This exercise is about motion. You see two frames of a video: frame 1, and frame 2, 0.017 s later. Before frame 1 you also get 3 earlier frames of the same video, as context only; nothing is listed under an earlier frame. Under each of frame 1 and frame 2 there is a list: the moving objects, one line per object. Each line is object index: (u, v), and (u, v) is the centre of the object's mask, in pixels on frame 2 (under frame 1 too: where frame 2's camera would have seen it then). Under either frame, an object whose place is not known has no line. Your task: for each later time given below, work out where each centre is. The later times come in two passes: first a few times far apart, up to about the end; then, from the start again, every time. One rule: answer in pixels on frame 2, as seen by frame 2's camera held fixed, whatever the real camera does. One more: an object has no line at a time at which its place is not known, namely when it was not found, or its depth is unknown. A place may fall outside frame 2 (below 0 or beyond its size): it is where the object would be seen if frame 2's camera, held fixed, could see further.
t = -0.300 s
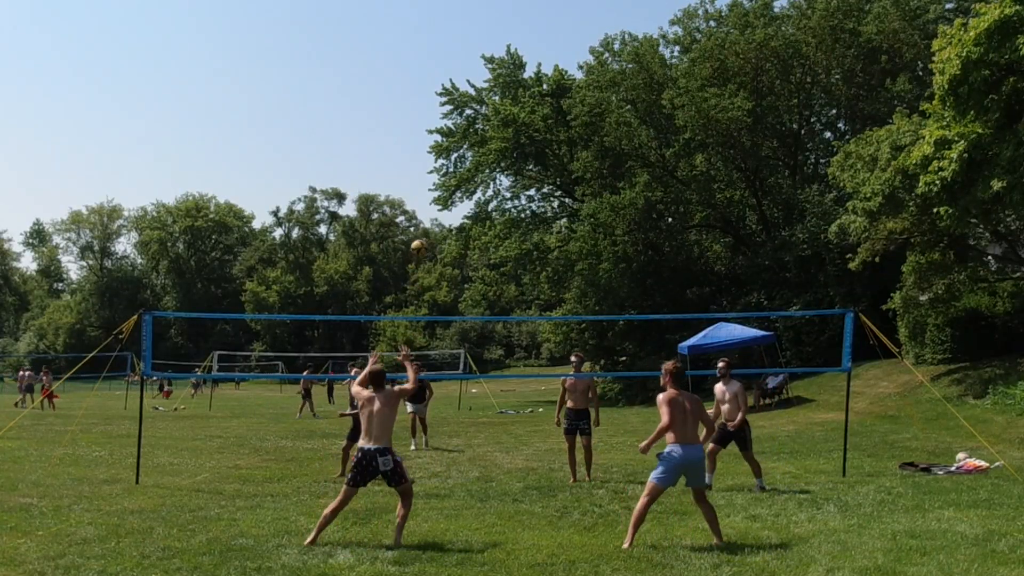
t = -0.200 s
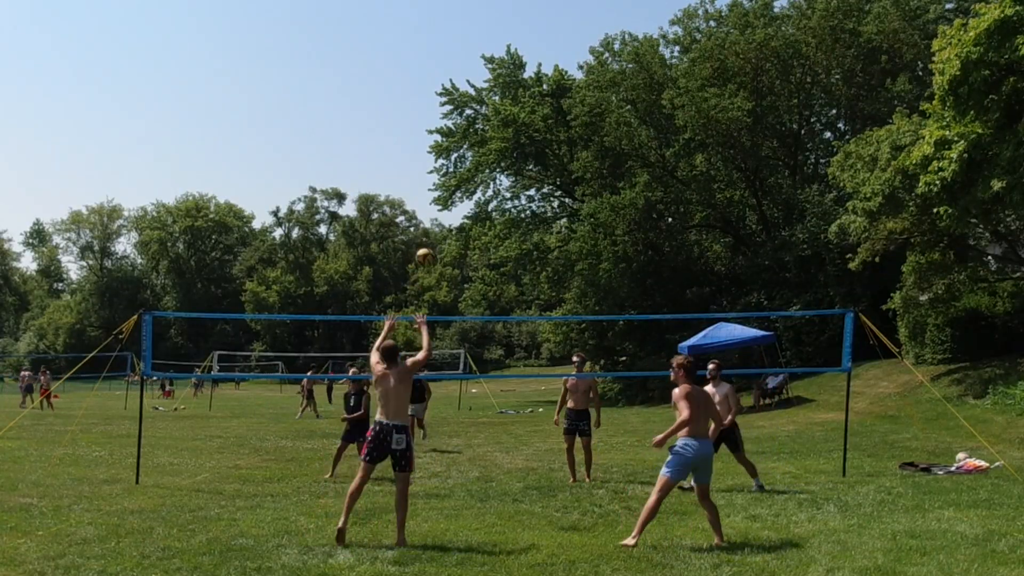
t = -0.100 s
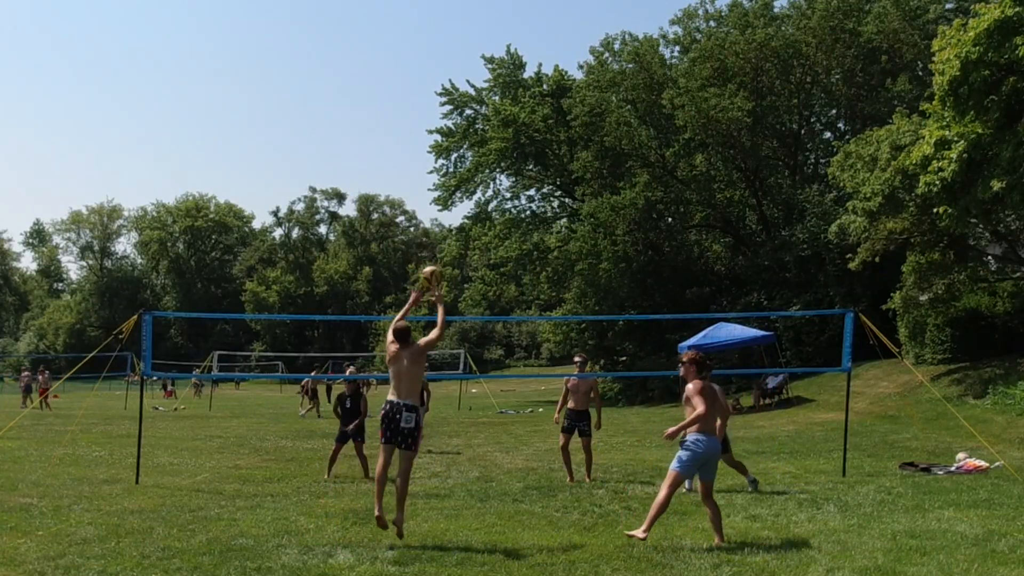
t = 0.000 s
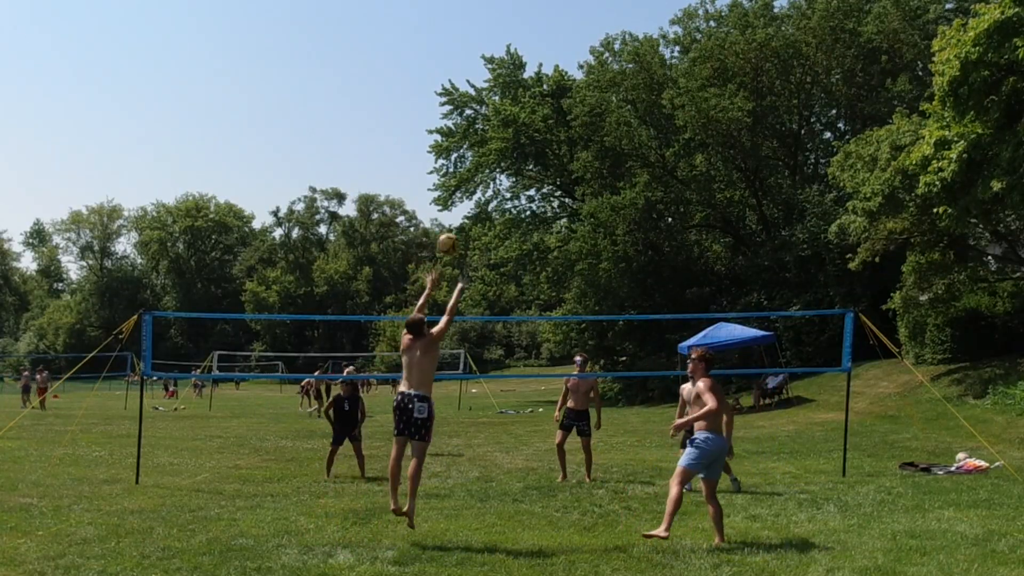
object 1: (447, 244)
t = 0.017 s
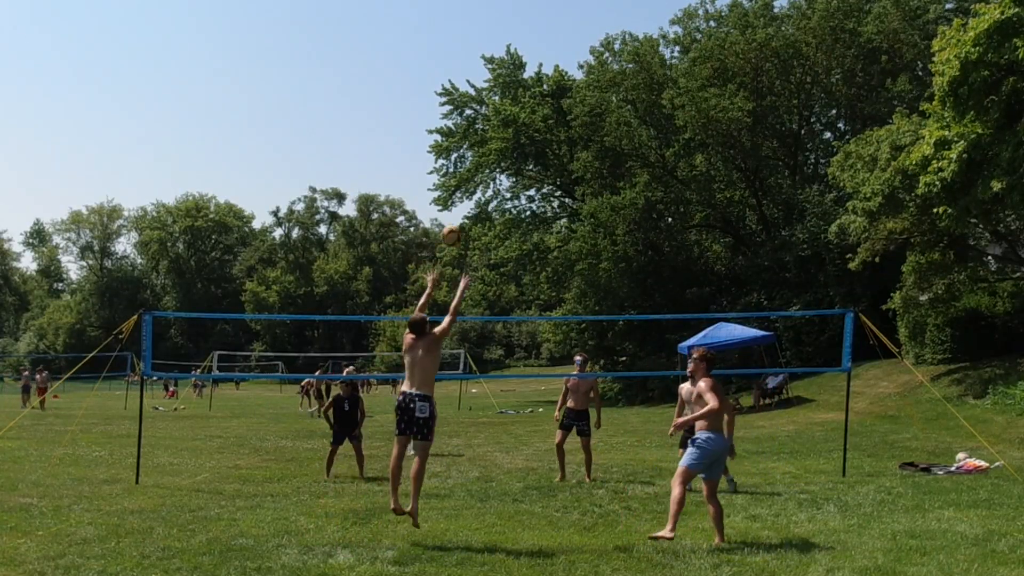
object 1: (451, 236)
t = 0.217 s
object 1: (490, 157)
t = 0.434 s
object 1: (528, 120)
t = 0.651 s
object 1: (559, 126)
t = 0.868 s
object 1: (590, 167)
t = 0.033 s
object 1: (455, 227)
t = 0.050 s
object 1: (459, 220)
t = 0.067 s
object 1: (461, 211)
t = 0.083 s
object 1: (465, 204)
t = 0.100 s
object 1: (468, 197)
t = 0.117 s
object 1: (472, 190)
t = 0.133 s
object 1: (475, 184)
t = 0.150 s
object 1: (478, 178)
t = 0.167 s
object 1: (481, 172)
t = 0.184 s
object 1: (485, 167)
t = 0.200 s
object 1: (488, 161)
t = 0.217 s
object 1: (490, 157)
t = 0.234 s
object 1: (493, 152)
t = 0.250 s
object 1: (495, 150)
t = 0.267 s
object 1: (498, 144)
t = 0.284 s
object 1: (502, 142)
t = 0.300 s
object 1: (505, 138)
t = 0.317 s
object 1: (507, 135)
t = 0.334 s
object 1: (511, 133)
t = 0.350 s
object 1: (514, 130)
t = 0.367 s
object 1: (516, 127)
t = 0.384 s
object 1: (519, 126)
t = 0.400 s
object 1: (521, 123)
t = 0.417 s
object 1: (525, 121)
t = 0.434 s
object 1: (528, 120)
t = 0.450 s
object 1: (530, 120)
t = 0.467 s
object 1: (532, 120)
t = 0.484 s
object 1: (535, 120)
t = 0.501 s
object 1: (538, 119)
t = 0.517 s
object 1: (541, 118)
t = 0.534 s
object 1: (544, 119)
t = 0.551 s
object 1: (546, 119)
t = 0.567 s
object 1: (547, 120)
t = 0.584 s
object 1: (550, 120)
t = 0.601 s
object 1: (553, 121)
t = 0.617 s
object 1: (555, 123)
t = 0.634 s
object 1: (558, 125)
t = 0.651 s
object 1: (559, 126)
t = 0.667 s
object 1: (563, 128)
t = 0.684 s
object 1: (564, 129)
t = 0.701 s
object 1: (568, 134)
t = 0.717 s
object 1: (570, 136)
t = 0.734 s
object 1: (572, 137)
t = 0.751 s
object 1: (573, 140)
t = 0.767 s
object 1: (576, 144)
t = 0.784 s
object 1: (579, 148)
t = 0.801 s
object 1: (581, 152)
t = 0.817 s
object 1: (582, 154)
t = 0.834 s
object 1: (584, 158)
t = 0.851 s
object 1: (587, 162)
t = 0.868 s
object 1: (590, 167)
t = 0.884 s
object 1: (591, 171)
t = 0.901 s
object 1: (594, 176)
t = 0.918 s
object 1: (596, 180)
